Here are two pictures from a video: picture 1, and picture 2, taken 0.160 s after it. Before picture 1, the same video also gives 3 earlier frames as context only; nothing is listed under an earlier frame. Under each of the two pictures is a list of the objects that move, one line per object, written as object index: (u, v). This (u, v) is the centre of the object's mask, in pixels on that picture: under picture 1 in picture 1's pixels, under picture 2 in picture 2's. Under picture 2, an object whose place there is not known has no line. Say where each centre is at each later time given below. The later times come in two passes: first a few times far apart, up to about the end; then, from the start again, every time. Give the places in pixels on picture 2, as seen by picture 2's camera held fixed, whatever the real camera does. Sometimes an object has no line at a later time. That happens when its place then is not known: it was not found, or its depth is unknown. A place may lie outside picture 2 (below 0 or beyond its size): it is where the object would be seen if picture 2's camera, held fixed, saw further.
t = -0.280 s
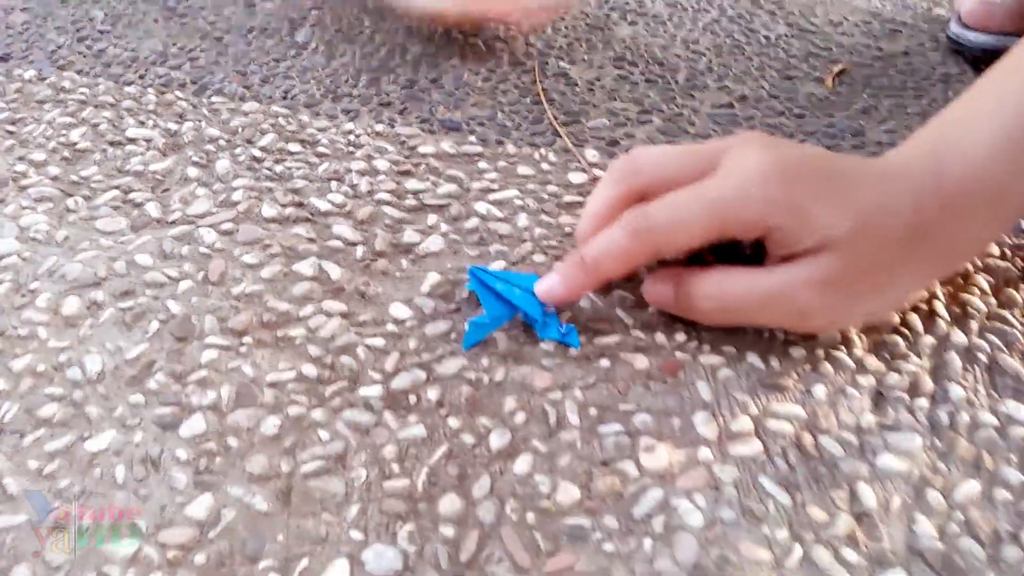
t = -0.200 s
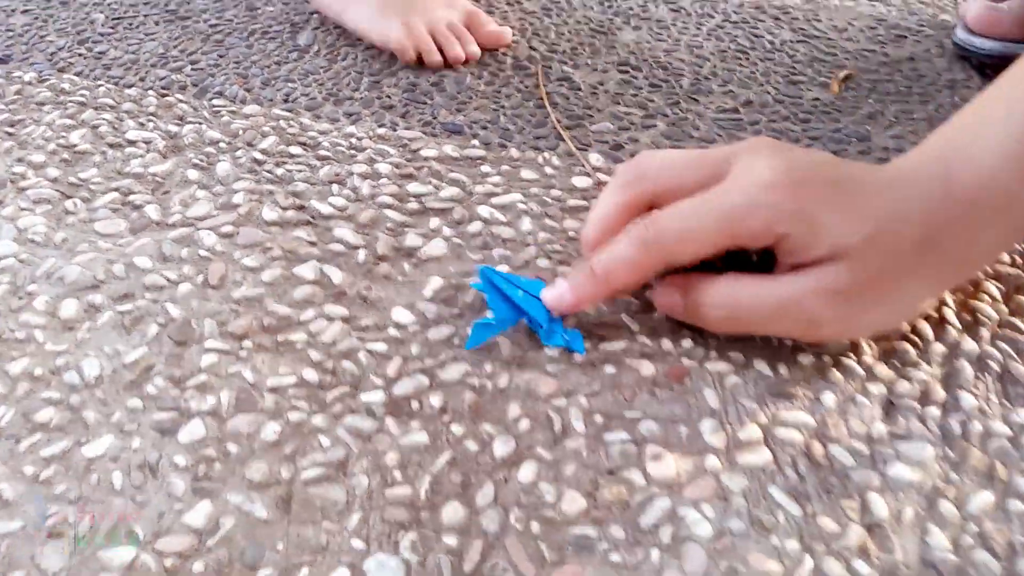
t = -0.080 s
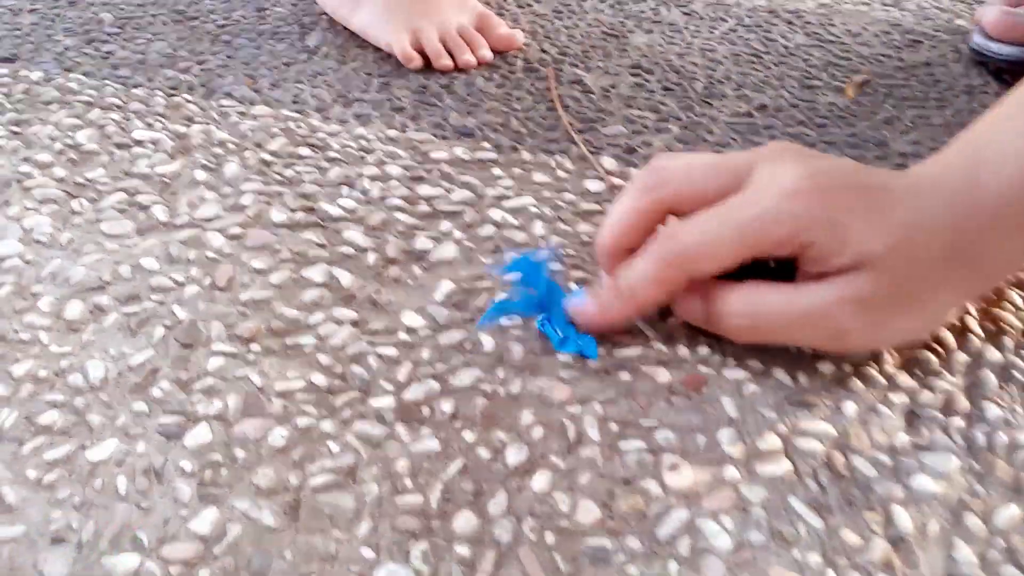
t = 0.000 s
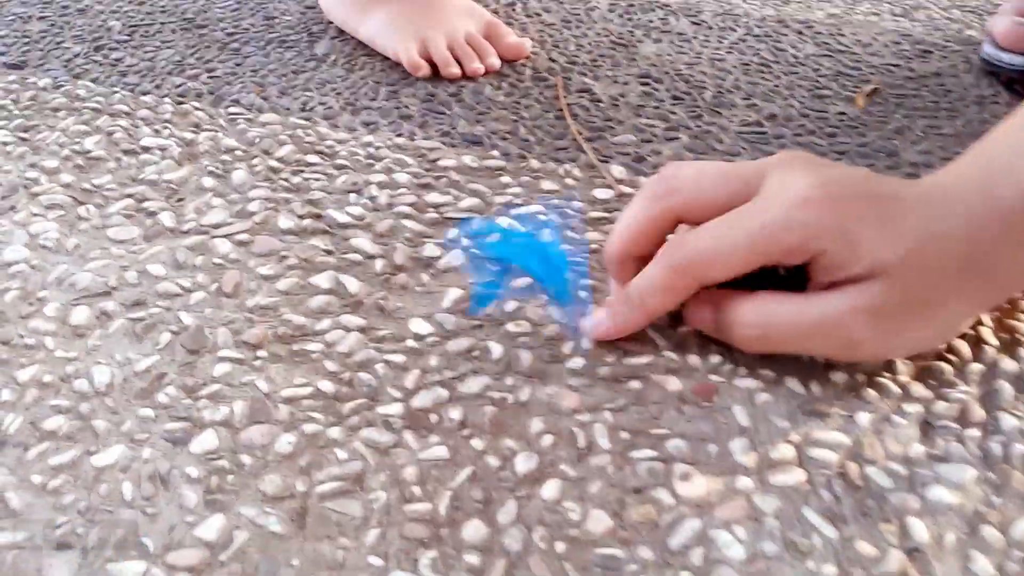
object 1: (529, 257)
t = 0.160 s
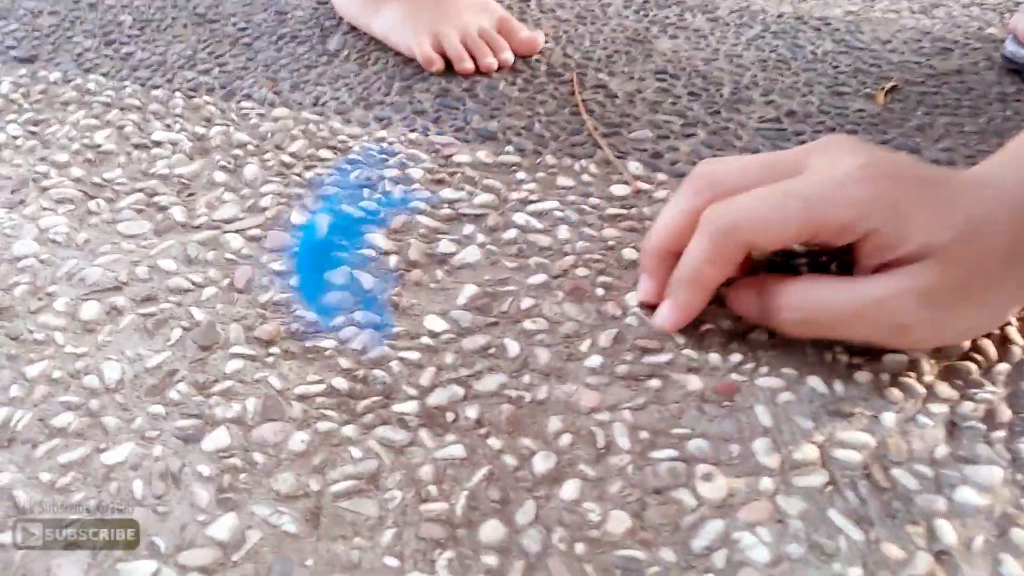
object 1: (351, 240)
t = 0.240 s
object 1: (274, 374)
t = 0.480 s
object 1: (267, 377)
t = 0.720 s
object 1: (269, 377)
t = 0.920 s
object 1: (268, 377)
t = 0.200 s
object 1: (283, 354)
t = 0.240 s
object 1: (274, 374)
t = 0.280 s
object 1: (267, 378)
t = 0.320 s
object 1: (267, 376)
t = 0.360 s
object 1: (273, 373)
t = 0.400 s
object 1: (273, 373)
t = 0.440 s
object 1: (268, 377)
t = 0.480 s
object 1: (267, 377)
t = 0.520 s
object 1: (269, 376)
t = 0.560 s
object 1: (269, 376)
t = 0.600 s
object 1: (267, 378)
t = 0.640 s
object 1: (267, 378)
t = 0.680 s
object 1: (269, 376)
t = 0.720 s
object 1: (269, 377)
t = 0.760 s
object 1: (269, 377)
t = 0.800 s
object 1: (268, 377)
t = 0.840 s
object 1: (268, 377)
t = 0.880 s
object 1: (268, 377)
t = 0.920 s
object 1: (268, 377)
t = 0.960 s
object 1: (268, 377)
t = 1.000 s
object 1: (268, 377)
